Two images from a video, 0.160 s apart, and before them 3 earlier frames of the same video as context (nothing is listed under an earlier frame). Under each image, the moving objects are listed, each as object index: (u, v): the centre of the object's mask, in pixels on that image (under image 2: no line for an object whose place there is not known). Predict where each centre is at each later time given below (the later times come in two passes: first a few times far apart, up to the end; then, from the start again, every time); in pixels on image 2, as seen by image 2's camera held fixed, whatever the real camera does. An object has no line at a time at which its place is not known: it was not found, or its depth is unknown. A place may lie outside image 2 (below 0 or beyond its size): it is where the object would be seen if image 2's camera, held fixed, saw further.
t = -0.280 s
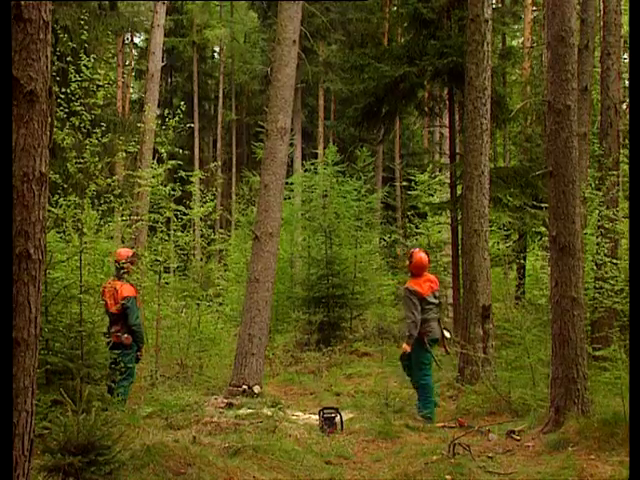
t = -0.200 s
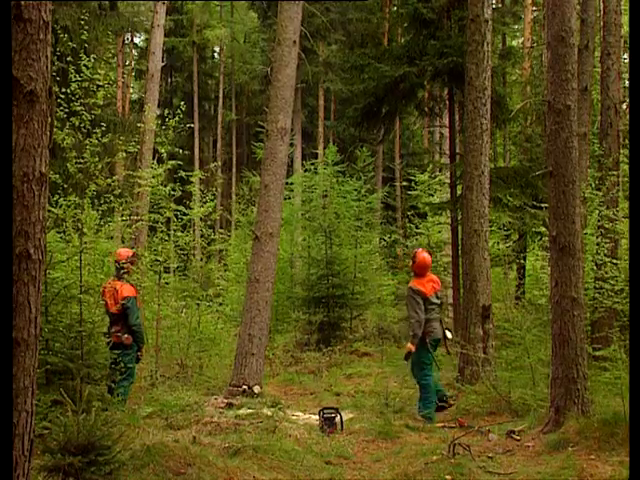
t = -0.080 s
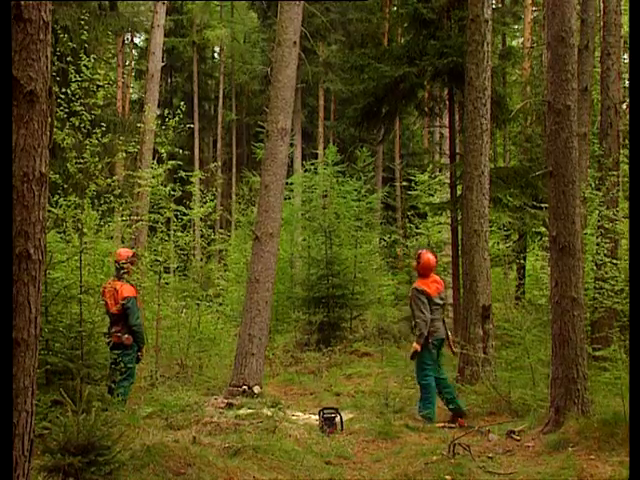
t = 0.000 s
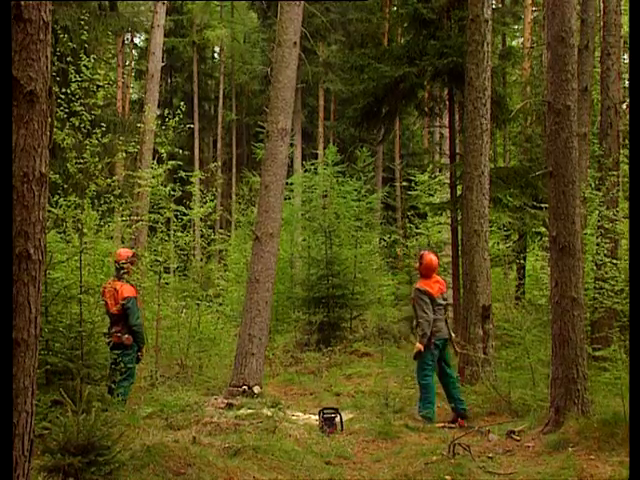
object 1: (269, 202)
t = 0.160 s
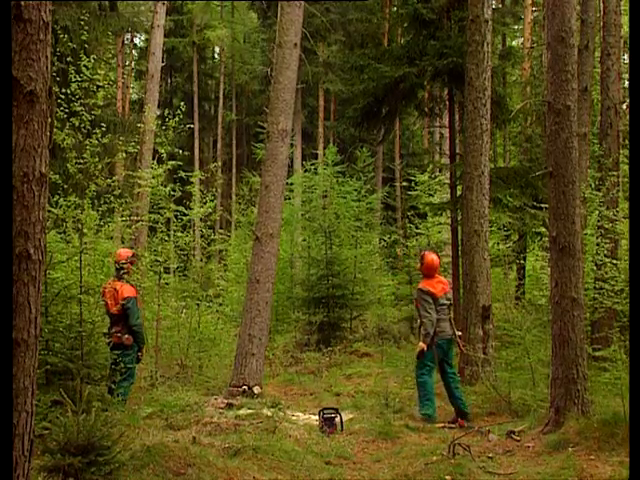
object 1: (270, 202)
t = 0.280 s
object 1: (270, 200)
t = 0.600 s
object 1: (271, 198)
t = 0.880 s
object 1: (272, 203)
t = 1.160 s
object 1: (273, 203)
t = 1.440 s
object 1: (275, 201)
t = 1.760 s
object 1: (278, 202)
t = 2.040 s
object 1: (282, 205)
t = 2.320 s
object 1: (287, 205)
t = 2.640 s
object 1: (295, 207)
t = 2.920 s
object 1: (302, 213)
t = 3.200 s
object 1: (308, 231)
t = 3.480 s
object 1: (304, 280)
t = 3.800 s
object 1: (334, 290)
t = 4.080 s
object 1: (313, 360)
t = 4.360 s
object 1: (303, 368)
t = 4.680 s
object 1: (304, 374)
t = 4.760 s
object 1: (304, 374)
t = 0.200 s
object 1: (270, 201)
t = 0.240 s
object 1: (270, 201)
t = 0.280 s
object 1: (270, 200)
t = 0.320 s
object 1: (270, 200)
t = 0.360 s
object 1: (270, 200)
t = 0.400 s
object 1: (270, 200)
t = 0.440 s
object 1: (270, 199)
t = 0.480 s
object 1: (271, 199)
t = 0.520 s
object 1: (271, 198)
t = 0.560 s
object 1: (271, 198)
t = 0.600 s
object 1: (271, 198)
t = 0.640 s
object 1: (271, 197)
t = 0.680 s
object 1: (271, 196)
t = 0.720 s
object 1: (271, 196)
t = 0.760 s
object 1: (271, 195)
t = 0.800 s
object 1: (272, 194)
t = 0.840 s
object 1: (272, 194)
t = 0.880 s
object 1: (272, 203)
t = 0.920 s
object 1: (272, 204)
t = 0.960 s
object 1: (272, 204)
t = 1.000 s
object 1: (272, 205)
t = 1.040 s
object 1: (272, 205)
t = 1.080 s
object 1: (273, 204)
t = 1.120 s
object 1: (273, 203)
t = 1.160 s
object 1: (273, 203)
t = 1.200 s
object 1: (273, 202)
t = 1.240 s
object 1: (274, 203)
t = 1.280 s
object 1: (274, 203)
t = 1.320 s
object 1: (274, 201)
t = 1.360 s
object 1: (275, 202)
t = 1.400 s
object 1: (275, 201)
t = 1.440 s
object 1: (275, 201)
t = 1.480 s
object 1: (276, 201)
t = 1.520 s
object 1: (276, 201)
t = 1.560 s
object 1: (276, 202)
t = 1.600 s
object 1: (276, 203)
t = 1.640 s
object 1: (277, 203)
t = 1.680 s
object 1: (278, 202)
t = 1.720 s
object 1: (278, 203)
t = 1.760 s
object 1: (278, 202)
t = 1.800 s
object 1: (279, 203)
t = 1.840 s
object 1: (279, 202)
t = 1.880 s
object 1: (280, 203)
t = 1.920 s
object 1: (281, 203)
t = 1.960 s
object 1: (281, 205)
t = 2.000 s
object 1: (282, 203)
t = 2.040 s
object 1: (282, 205)
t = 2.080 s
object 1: (283, 204)
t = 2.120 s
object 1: (283, 205)
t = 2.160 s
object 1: (284, 206)
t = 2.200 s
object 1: (285, 207)
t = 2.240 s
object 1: (286, 205)
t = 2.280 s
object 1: (287, 205)
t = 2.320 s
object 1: (287, 205)
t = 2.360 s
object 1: (288, 205)
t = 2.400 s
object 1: (289, 206)
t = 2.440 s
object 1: (290, 205)
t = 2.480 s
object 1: (291, 206)
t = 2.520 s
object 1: (292, 206)
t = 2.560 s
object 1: (293, 205)
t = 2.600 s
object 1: (294, 206)
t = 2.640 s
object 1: (295, 207)
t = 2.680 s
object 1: (296, 207)
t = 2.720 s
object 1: (297, 208)
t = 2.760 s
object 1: (298, 209)
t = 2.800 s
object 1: (299, 210)
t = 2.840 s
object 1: (300, 210)
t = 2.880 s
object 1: (301, 212)
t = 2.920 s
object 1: (302, 213)
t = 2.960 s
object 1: (303, 215)
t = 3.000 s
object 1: (302, 223)
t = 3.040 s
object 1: (306, 217)
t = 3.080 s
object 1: (307, 219)
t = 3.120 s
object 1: (306, 226)
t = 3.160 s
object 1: (306, 230)
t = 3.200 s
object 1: (308, 231)
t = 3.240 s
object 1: (308, 237)
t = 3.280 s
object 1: (307, 244)
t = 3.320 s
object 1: (300, 267)
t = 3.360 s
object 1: (300, 272)
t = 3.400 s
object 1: (300, 277)
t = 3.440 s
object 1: (300, 282)
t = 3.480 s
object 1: (304, 280)
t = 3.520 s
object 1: (307, 281)
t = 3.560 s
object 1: (308, 285)
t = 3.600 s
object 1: (312, 284)
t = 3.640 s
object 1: (315, 286)
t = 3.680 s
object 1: (322, 283)
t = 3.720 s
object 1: (330, 279)
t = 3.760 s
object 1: (333, 282)
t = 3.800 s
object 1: (334, 290)
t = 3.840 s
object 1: (333, 301)
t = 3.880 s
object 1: (332, 309)
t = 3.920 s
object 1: (327, 324)
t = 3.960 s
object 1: (326, 331)
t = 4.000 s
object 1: (312, 349)
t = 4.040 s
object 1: (313, 354)
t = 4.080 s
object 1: (313, 360)
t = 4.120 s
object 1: (309, 367)
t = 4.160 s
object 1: (301, 374)
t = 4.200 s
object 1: (302, 374)
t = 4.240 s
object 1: (303, 371)
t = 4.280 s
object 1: (302, 369)
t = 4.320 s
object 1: (301, 368)
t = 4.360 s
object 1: (303, 368)
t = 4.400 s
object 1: (303, 370)
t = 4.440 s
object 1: (304, 372)
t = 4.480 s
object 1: (304, 374)
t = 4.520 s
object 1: (305, 374)
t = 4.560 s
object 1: (306, 373)
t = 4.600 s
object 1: (304, 374)
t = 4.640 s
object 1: (305, 374)
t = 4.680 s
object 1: (304, 374)
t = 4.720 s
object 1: (304, 375)
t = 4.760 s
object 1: (304, 374)
